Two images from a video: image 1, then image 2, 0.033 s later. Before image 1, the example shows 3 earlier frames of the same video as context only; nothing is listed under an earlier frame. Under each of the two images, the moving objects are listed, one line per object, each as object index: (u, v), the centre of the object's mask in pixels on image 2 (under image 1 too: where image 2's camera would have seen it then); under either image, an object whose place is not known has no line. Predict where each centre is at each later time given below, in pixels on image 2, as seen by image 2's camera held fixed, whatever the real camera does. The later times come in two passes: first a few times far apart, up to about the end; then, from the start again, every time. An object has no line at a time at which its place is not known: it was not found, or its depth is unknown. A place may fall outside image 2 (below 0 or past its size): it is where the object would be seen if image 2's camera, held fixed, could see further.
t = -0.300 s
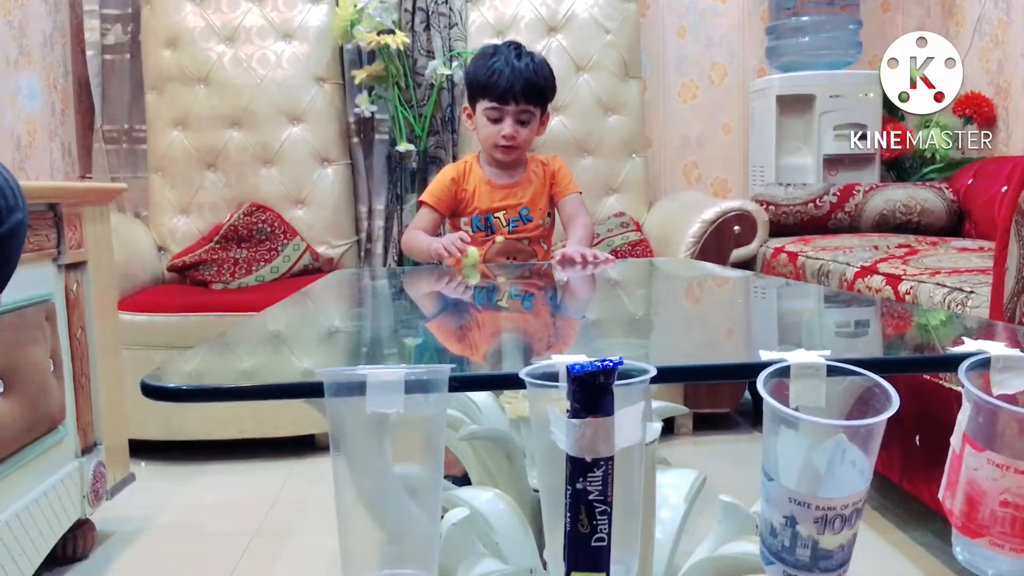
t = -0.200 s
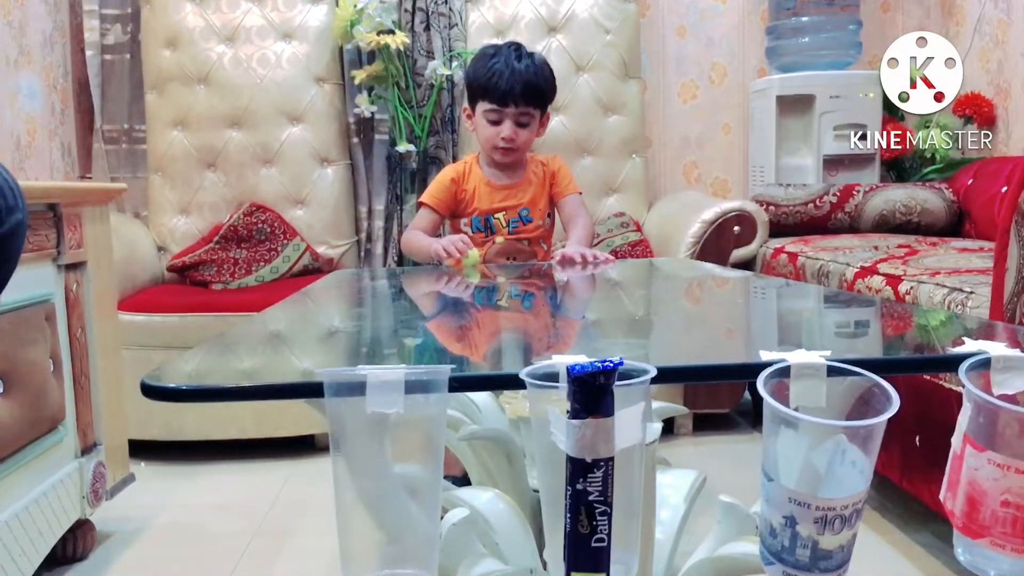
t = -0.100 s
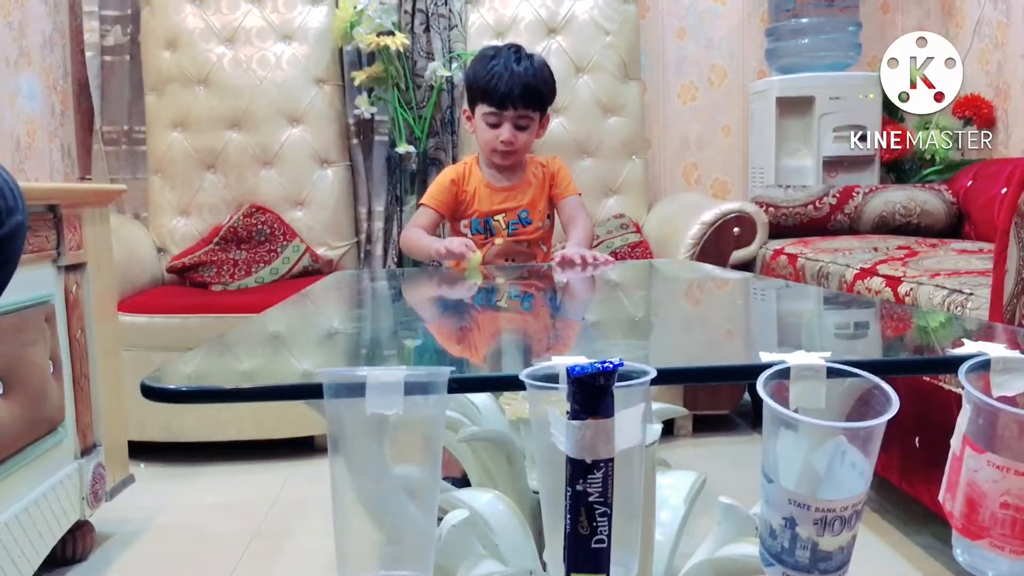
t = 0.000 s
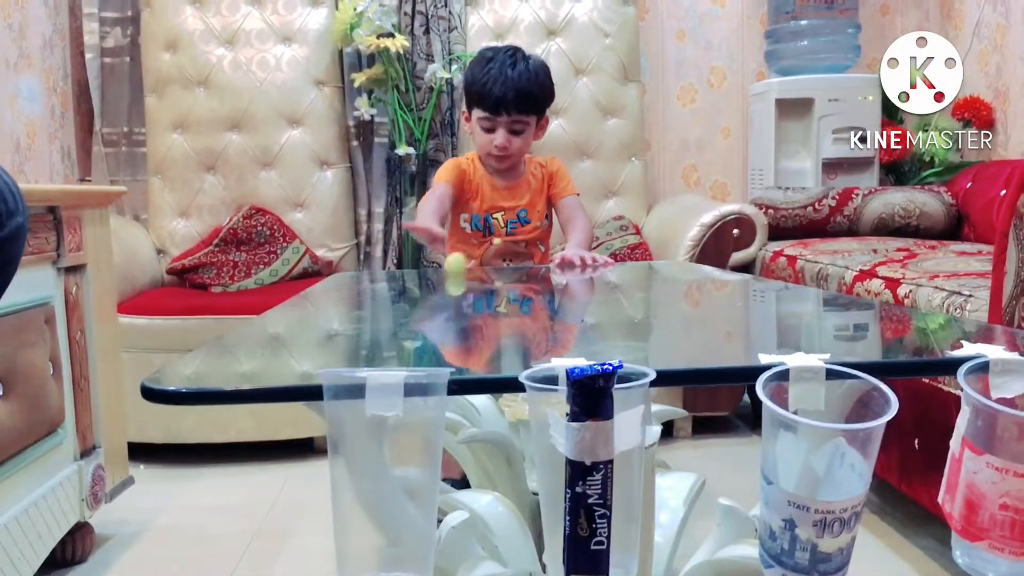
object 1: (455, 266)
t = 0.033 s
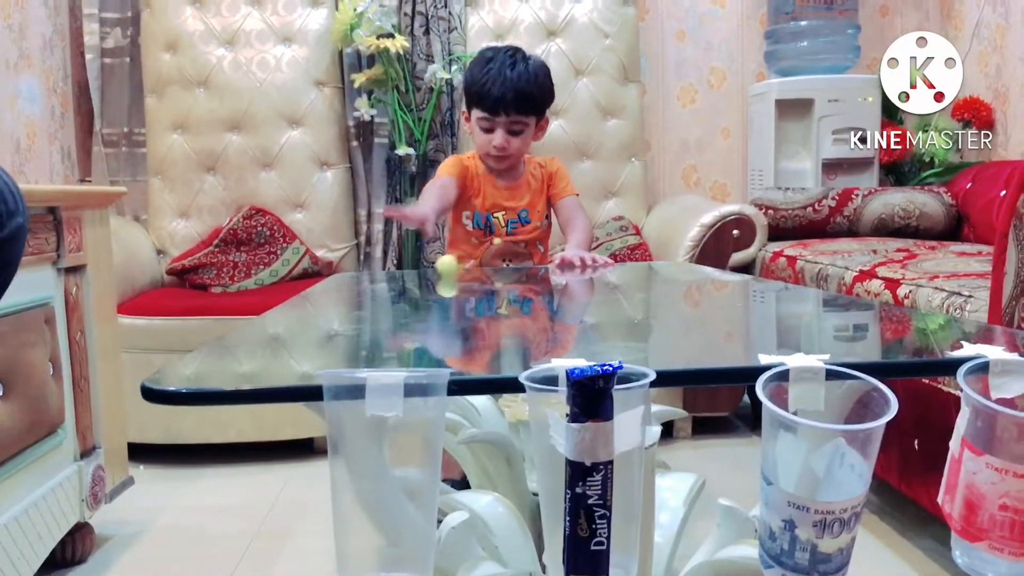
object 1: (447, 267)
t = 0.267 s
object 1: (389, 275)
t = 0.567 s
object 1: (295, 290)
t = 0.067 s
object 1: (439, 267)
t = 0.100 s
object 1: (432, 268)
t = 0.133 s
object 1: (423, 270)
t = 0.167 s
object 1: (415, 270)
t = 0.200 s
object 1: (407, 273)
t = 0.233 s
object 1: (398, 275)
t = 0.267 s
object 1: (389, 275)
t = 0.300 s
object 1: (379, 276)
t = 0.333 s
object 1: (370, 280)
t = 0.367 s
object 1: (360, 278)
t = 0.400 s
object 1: (351, 283)
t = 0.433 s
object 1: (340, 287)
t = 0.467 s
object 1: (329, 284)
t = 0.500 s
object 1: (318, 289)
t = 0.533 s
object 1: (307, 291)
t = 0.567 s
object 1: (295, 290)
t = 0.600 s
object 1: (284, 295)
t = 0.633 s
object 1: (272, 293)
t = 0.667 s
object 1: (260, 299)
